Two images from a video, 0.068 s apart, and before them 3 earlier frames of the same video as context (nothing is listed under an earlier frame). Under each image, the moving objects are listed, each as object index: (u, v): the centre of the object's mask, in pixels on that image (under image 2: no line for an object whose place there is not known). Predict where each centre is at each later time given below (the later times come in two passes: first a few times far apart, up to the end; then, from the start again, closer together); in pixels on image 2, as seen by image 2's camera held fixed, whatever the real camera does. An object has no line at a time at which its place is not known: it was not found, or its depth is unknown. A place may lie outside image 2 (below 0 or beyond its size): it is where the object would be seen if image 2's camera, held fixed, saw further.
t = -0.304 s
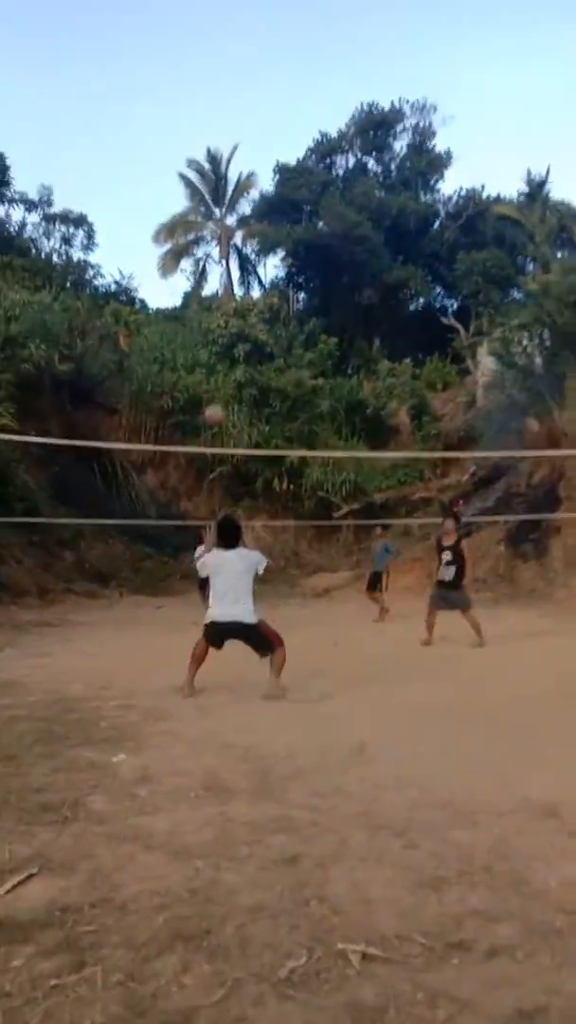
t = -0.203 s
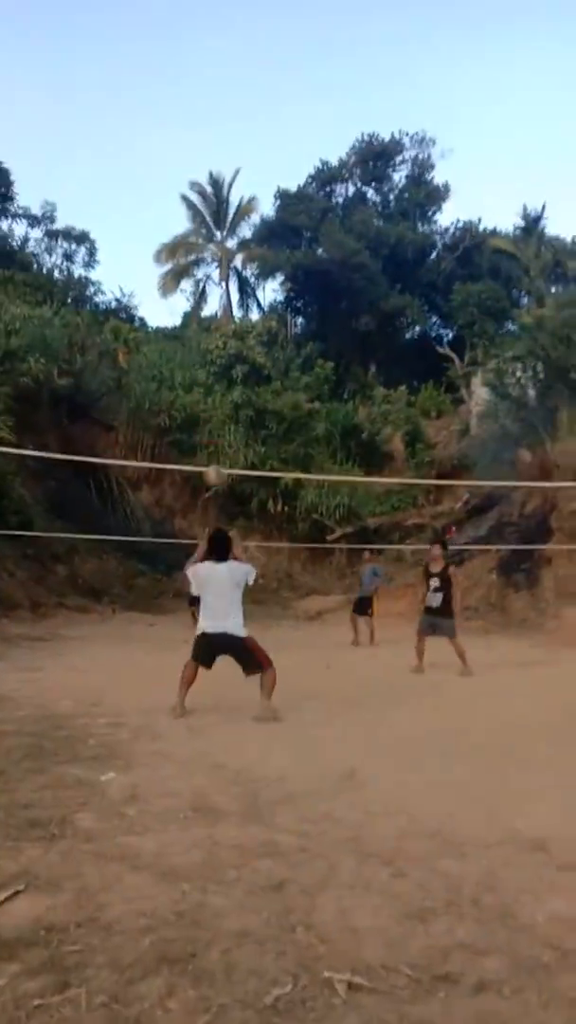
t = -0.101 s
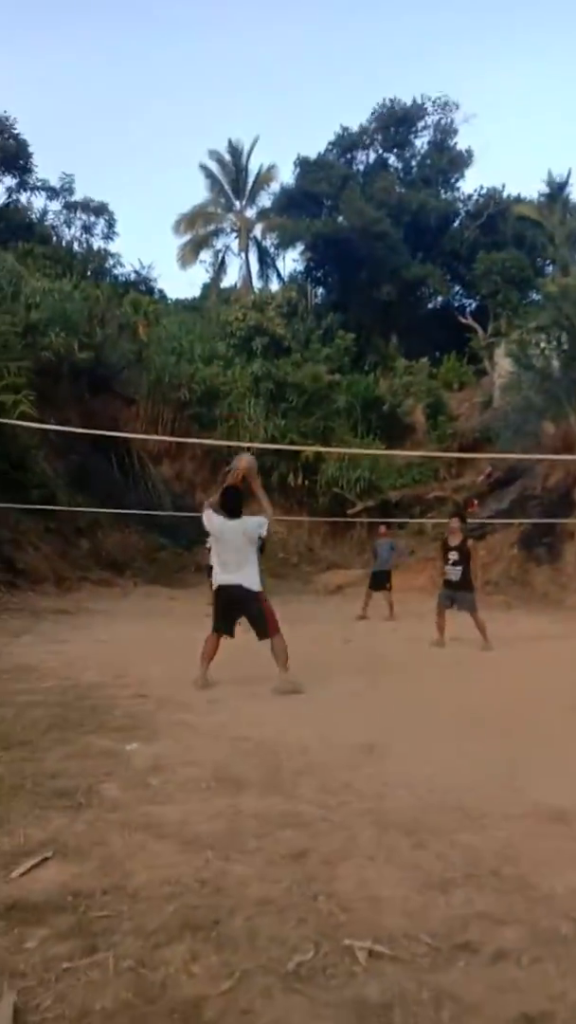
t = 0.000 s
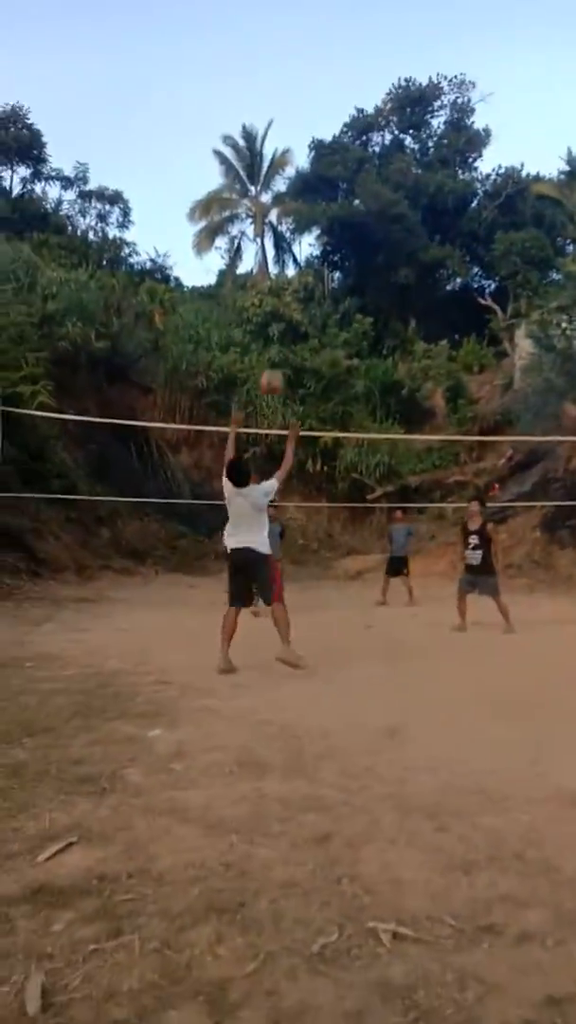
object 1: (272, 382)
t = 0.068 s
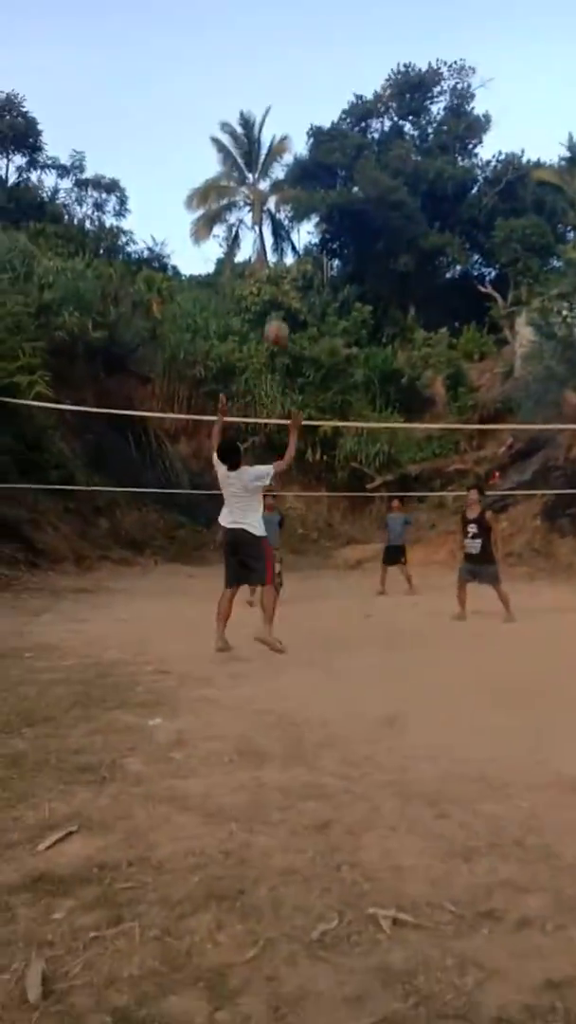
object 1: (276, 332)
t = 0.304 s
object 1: (294, 246)
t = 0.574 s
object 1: (315, 225)
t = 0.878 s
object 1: (335, 288)
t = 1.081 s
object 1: (349, 373)
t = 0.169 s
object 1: (284, 286)
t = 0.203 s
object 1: (287, 274)
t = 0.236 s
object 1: (290, 263)
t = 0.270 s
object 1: (289, 252)
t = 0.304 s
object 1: (294, 246)
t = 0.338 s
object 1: (297, 240)
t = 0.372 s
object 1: (299, 233)
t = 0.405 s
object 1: (302, 229)
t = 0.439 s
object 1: (305, 225)
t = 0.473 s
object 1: (308, 224)
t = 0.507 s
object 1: (311, 224)
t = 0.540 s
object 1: (313, 224)
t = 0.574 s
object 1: (315, 225)
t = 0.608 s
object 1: (316, 226)
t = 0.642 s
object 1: (320, 232)
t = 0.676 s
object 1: (322, 236)
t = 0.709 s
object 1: (324, 243)
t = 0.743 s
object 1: (326, 249)
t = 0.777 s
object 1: (329, 258)
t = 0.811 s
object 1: (330, 266)
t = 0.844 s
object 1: (333, 277)
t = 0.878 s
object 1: (335, 288)
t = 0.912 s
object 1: (338, 300)
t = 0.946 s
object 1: (339, 313)
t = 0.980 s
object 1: (342, 326)
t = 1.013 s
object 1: (345, 341)
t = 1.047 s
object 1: (347, 356)
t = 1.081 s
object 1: (349, 373)
